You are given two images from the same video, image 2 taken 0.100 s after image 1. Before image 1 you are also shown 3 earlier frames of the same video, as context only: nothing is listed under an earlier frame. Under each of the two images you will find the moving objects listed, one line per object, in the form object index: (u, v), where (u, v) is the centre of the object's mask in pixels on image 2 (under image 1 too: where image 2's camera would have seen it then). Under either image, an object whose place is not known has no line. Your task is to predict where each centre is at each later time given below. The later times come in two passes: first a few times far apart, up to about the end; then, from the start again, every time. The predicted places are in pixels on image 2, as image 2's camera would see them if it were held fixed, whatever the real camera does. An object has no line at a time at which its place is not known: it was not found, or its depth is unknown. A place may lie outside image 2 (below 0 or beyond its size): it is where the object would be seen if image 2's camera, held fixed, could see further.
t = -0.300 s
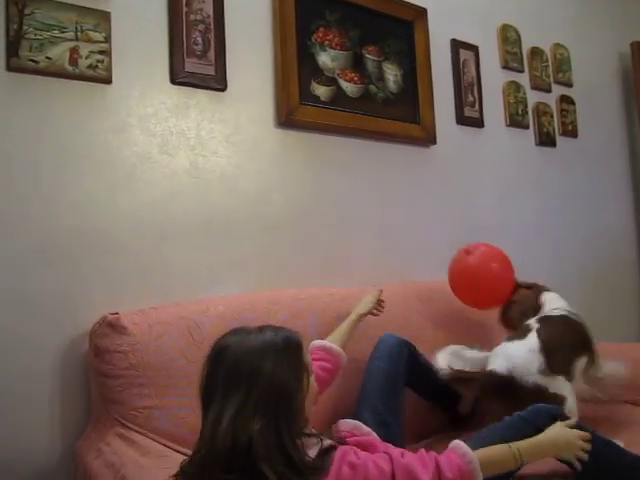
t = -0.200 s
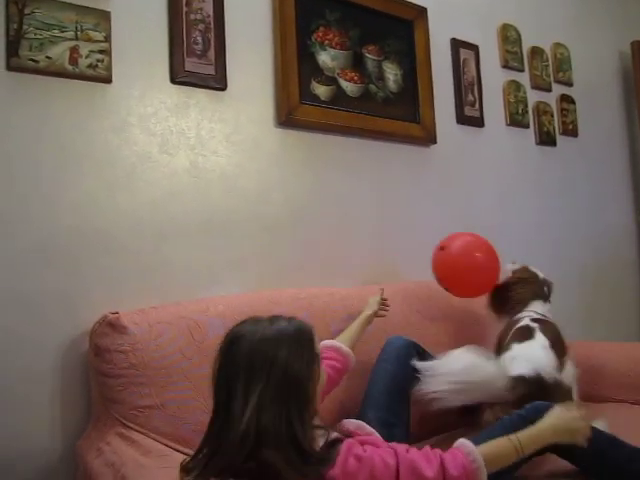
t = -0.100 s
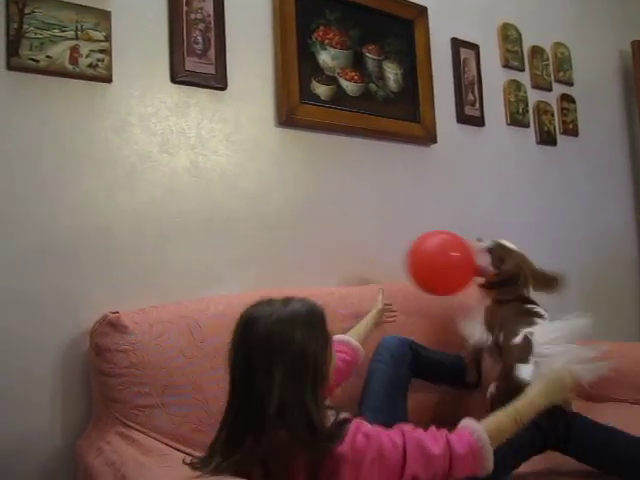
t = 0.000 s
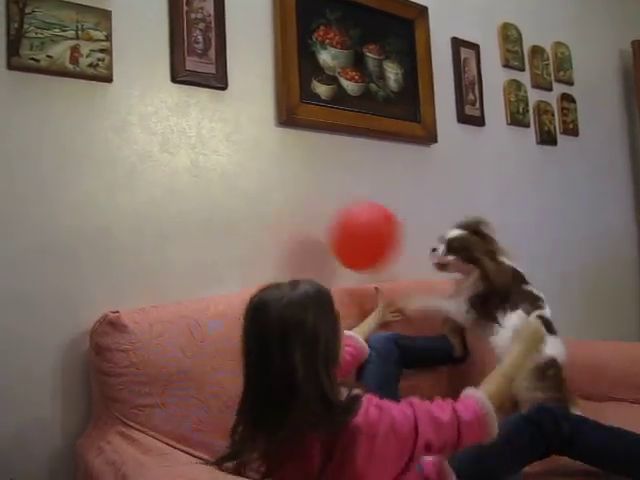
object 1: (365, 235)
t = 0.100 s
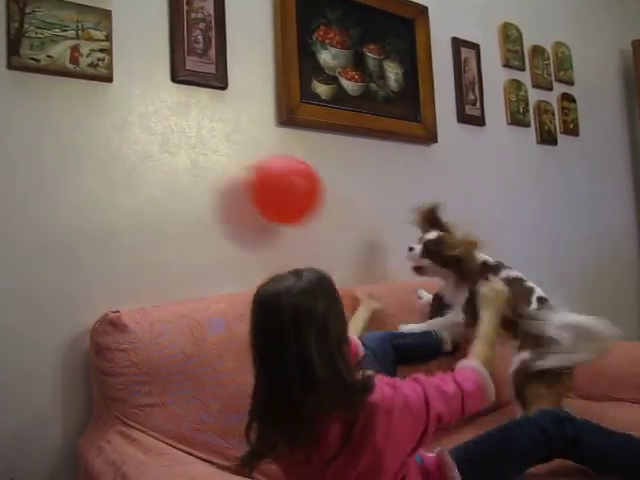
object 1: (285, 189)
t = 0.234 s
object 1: (220, 141)
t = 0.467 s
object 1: (173, 124)
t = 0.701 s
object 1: (134, 178)
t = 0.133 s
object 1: (259, 177)
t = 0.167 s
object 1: (242, 165)
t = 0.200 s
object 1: (231, 152)
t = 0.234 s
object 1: (220, 141)
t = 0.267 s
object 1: (209, 133)
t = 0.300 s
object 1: (200, 127)
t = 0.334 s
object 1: (193, 124)
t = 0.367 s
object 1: (186, 122)
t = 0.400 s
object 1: (181, 122)
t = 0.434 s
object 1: (177, 123)
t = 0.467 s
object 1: (173, 124)
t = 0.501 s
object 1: (169, 126)
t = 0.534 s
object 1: (165, 130)
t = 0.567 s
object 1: (159, 137)
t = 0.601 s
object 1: (154, 145)
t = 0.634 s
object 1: (149, 153)
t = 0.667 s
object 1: (142, 165)
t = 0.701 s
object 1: (134, 178)
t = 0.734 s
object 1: (127, 195)
